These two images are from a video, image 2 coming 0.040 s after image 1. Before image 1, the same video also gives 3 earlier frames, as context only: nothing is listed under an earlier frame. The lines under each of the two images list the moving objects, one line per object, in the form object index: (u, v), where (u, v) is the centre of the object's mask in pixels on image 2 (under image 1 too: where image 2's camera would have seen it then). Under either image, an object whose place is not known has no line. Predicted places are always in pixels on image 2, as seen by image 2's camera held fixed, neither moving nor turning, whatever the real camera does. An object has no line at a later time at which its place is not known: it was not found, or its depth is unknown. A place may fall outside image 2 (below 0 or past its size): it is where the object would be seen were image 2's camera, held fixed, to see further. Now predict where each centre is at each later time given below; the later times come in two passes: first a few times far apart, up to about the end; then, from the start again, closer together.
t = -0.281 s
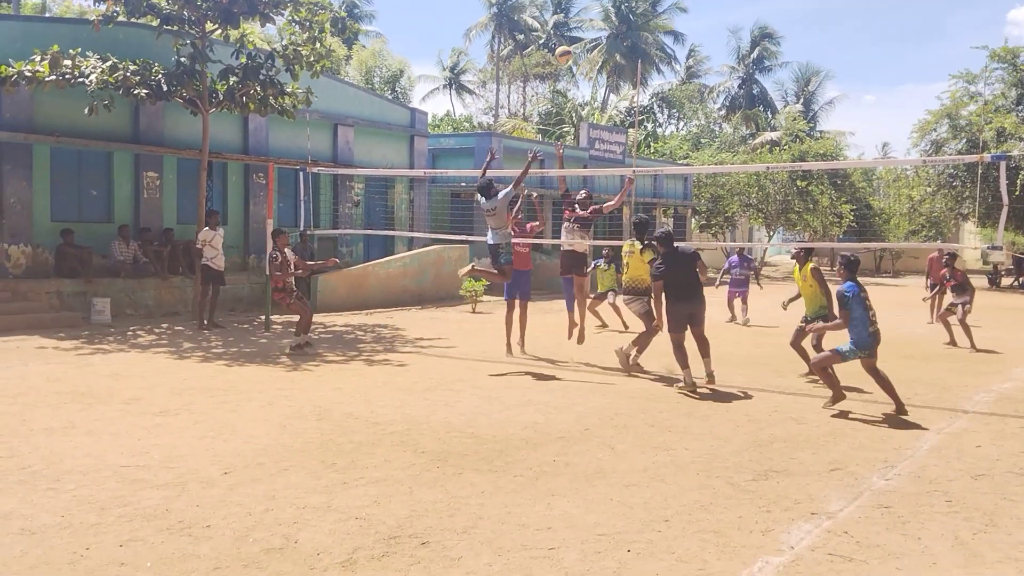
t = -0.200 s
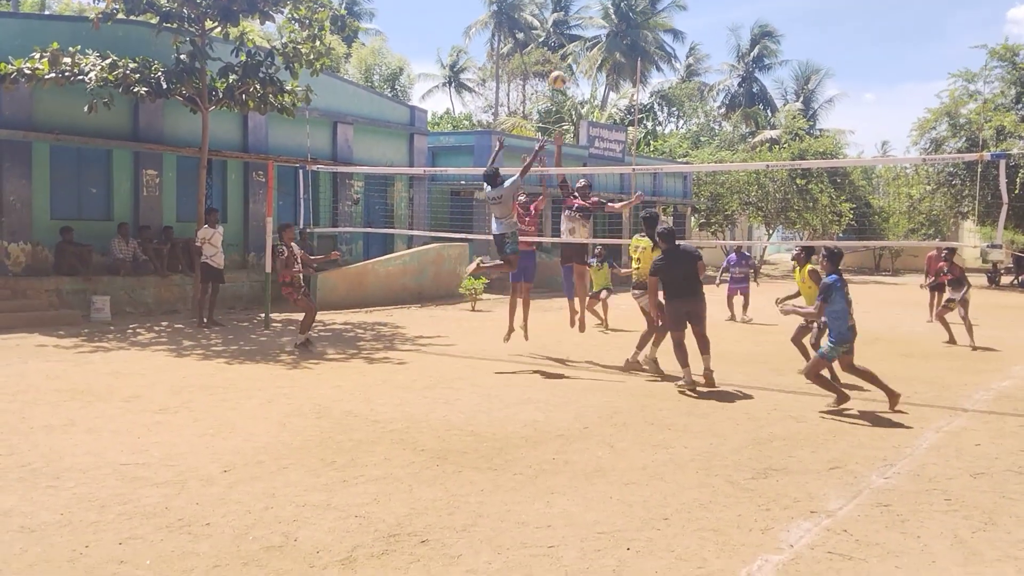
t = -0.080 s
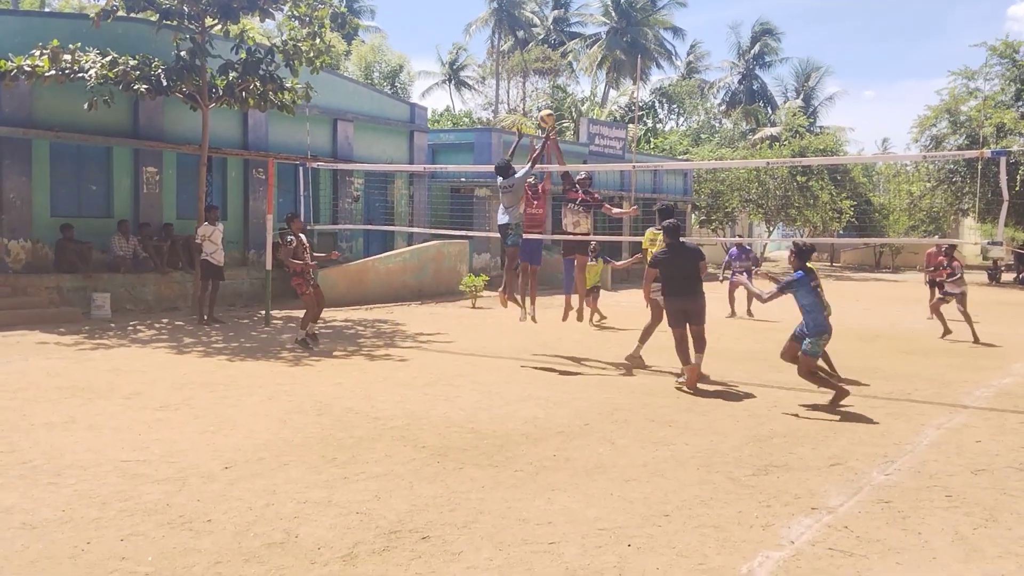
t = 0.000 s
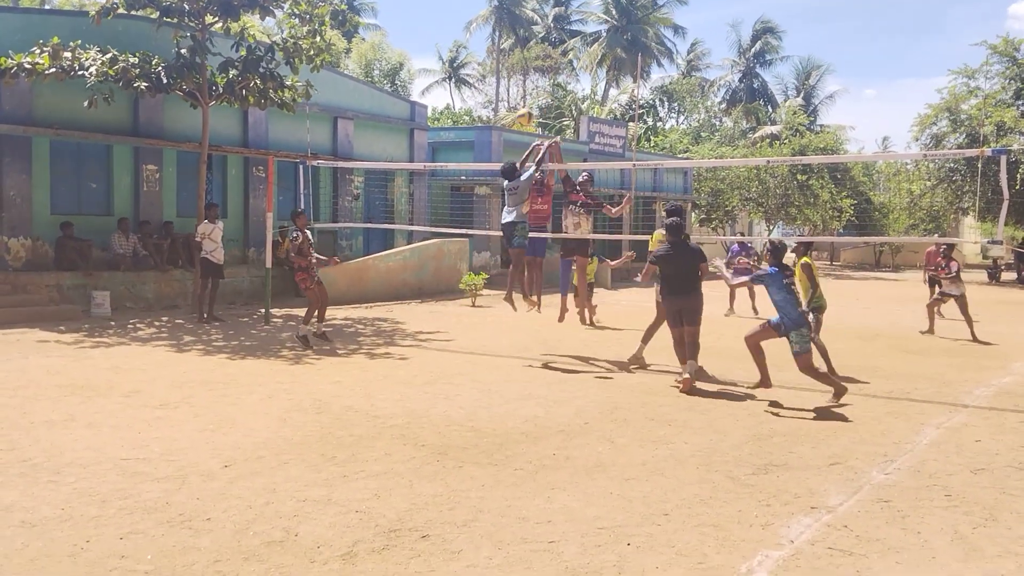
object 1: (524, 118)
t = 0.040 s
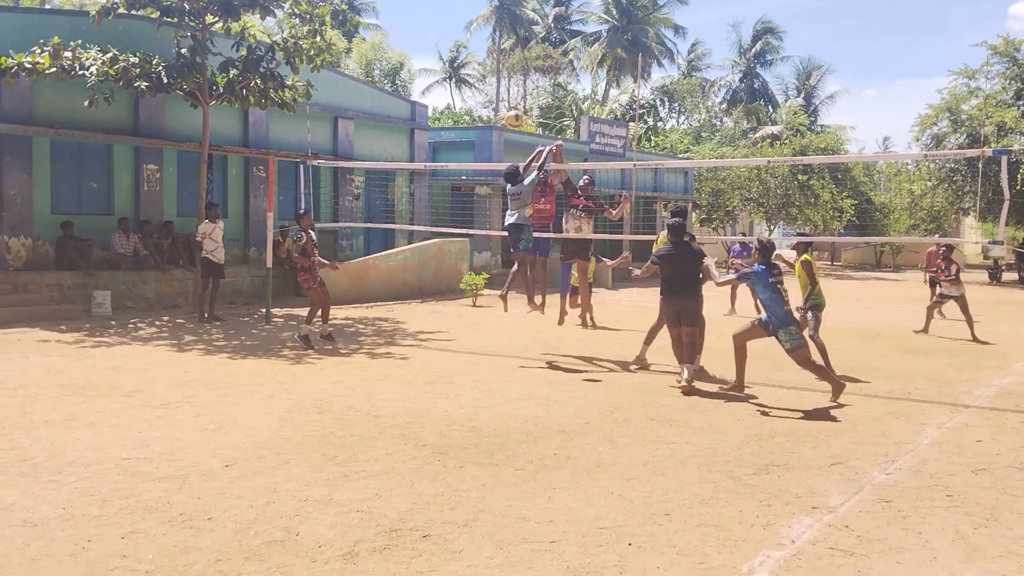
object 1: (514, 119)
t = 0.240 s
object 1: (452, 154)
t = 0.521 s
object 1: (339, 293)
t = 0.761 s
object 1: (237, 336)
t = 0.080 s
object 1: (501, 125)
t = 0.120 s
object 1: (490, 129)
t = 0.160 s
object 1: (478, 136)
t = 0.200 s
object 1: (465, 144)
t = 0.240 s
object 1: (452, 154)
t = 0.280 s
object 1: (437, 167)
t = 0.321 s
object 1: (422, 181)
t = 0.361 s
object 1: (408, 199)
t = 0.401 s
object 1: (392, 217)
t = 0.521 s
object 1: (339, 293)
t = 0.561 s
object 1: (319, 323)
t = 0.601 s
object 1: (298, 357)
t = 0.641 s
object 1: (274, 394)
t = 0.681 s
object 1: (260, 391)
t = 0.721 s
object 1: (249, 363)
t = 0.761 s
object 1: (237, 336)
